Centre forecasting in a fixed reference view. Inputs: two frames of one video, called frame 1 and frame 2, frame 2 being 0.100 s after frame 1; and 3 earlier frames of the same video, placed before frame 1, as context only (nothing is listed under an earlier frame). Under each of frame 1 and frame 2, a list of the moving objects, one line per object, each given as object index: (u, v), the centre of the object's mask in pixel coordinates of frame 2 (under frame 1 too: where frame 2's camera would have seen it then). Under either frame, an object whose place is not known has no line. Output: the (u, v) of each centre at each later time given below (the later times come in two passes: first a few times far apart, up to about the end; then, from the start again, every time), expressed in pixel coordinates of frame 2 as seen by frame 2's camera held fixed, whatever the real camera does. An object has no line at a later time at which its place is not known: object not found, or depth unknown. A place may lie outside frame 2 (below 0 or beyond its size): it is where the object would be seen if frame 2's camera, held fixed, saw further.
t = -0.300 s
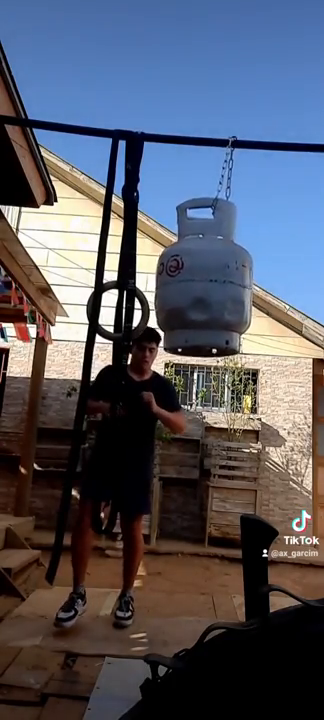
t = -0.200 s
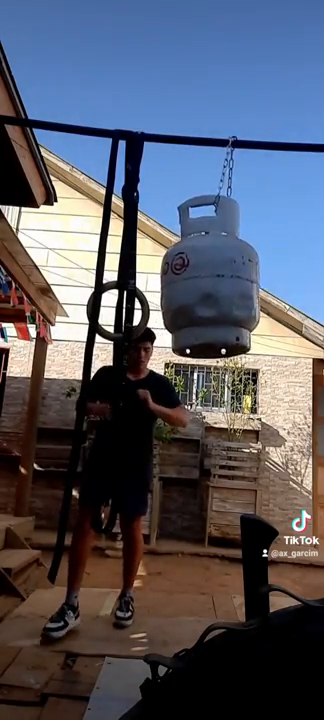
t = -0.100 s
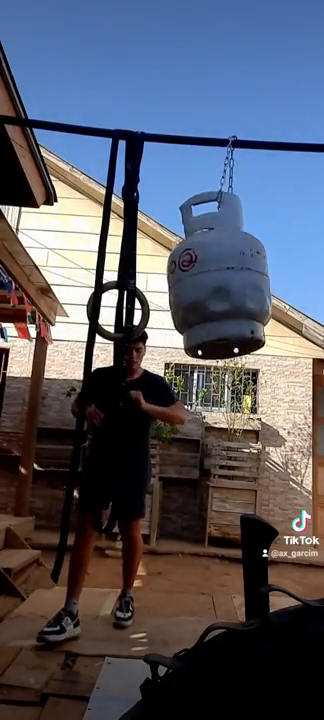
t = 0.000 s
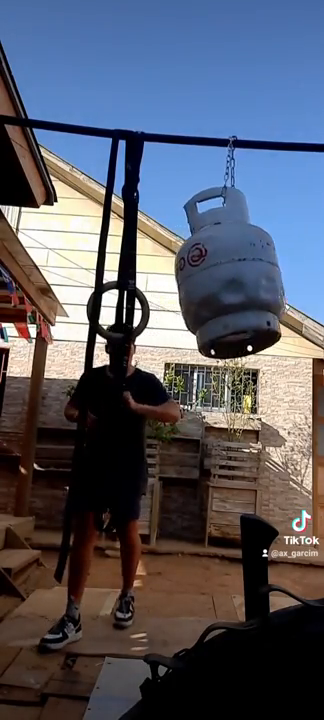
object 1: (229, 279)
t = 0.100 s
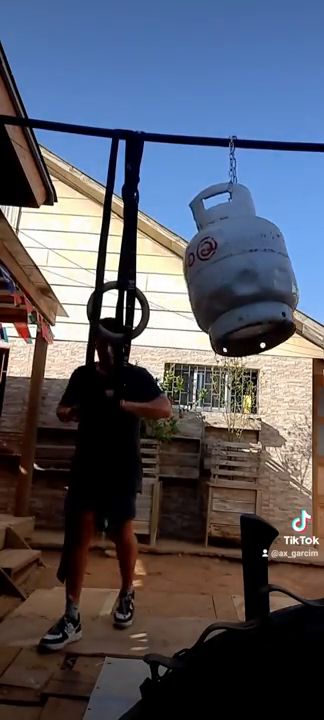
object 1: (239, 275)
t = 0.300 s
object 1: (252, 271)
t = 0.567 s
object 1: (245, 277)
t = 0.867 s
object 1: (217, 285)
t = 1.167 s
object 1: (201, 284)
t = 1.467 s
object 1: (211, 282)
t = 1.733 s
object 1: (237, 275)
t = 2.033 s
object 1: (252, 273)
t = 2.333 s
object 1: (234, 283)
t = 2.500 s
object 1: (218, 285)
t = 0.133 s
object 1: (242, 274)
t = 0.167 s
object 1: (245, 273)
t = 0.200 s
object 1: (247, 273)
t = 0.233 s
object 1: (249, 272)
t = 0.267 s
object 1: (251, 271)
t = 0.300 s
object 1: (252, 271)
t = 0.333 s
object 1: (253, 271)
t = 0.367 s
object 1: (253, 271)
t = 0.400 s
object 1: (253, 271)
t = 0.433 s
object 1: (252, 272)
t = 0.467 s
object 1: (251, 273)
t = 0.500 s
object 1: (250, 274)
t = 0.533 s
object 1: (248, 275)
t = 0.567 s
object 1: (245, 277)
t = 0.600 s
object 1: (243, 278)
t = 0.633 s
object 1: (240, 279)
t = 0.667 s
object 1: (237, 281)
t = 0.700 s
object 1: (233, 282)
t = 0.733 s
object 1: (230, 283)
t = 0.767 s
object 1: (226, 284)
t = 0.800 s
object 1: (223, 284)
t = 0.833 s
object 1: (220, 285)
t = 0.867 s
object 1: (217, 285)
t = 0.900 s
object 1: (214, 285)
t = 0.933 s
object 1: (211, 285)
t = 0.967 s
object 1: (209, 285)
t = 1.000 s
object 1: (207, 285)
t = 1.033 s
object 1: (205, 285)
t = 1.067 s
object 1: (203, 284)
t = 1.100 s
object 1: (202, 284)
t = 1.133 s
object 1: (201, 284)
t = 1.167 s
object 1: (201, 284)
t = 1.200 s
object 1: (200, 284)
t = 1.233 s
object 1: (201, 284)
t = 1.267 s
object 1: (201, 284)
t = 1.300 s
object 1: (202, 283)
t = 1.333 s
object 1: (203, 283)
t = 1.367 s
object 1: (205, 283)
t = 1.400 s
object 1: (207, 283)
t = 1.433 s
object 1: (209, 283)
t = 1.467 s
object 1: (211, 282)
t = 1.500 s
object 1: (214, 282)
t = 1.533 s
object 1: (217, 281)
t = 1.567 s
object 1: (220, 279)
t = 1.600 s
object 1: (223, 278)
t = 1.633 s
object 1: (227, 278)
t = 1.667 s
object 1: (231, 278)
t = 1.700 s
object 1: (234, 277)
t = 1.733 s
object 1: (237, 275)
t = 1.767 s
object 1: (240, 275)
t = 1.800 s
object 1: (243, 274)
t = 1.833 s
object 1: (246, 273)
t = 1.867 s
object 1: (248, 273)
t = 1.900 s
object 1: (250, 272)
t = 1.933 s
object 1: (251, 272)
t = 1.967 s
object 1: (251, 271)
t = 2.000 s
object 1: (252, 271)
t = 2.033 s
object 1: (252, 273)
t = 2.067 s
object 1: (252, 274)
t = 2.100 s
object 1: (251, 275)
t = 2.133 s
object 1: (249, 276)
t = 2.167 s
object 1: (248, 277)
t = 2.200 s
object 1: (245, 278)
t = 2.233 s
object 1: (243, 279)
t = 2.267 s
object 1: (240, 281)
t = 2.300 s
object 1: (237, 282)
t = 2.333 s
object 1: (234, 283)
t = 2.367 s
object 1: (231, 283)
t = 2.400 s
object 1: (228, 284)
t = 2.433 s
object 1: (225, 284)
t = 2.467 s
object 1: (221, 285)
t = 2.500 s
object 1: (218, 285)
